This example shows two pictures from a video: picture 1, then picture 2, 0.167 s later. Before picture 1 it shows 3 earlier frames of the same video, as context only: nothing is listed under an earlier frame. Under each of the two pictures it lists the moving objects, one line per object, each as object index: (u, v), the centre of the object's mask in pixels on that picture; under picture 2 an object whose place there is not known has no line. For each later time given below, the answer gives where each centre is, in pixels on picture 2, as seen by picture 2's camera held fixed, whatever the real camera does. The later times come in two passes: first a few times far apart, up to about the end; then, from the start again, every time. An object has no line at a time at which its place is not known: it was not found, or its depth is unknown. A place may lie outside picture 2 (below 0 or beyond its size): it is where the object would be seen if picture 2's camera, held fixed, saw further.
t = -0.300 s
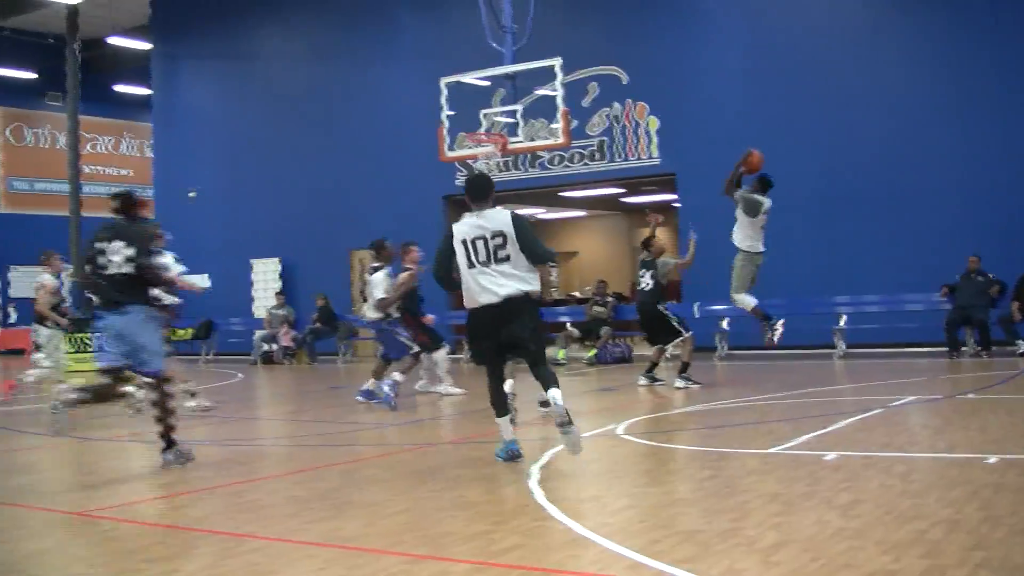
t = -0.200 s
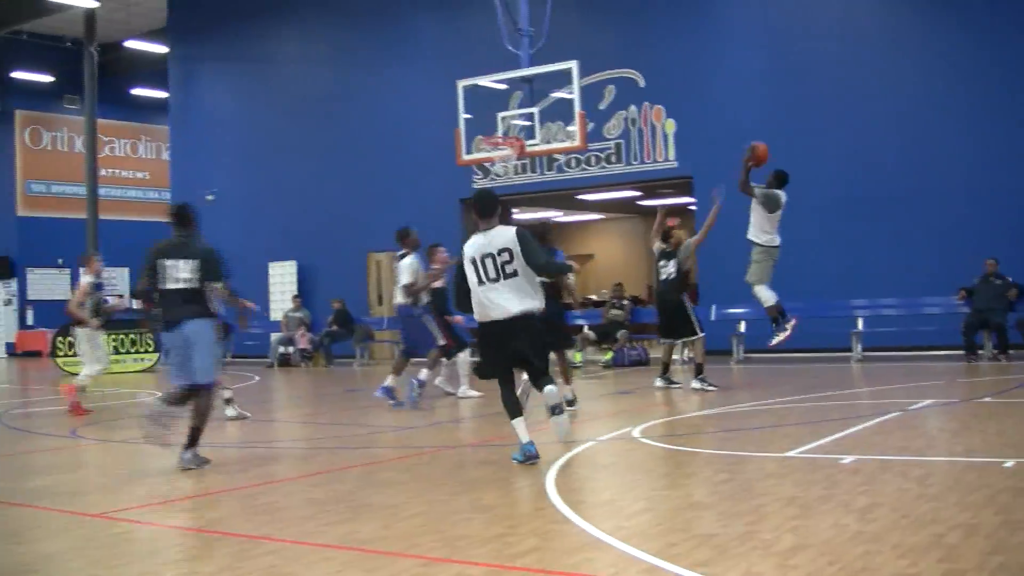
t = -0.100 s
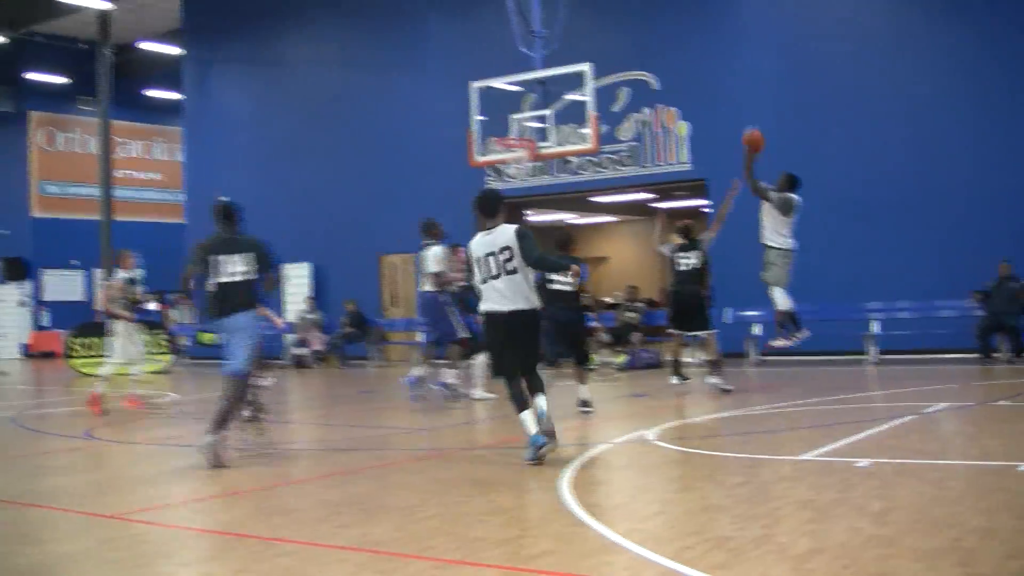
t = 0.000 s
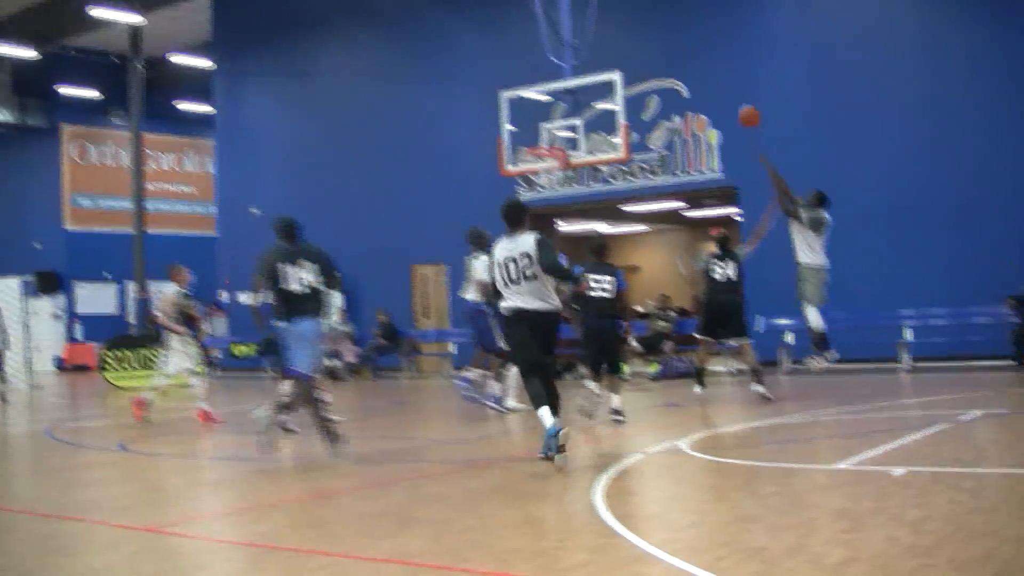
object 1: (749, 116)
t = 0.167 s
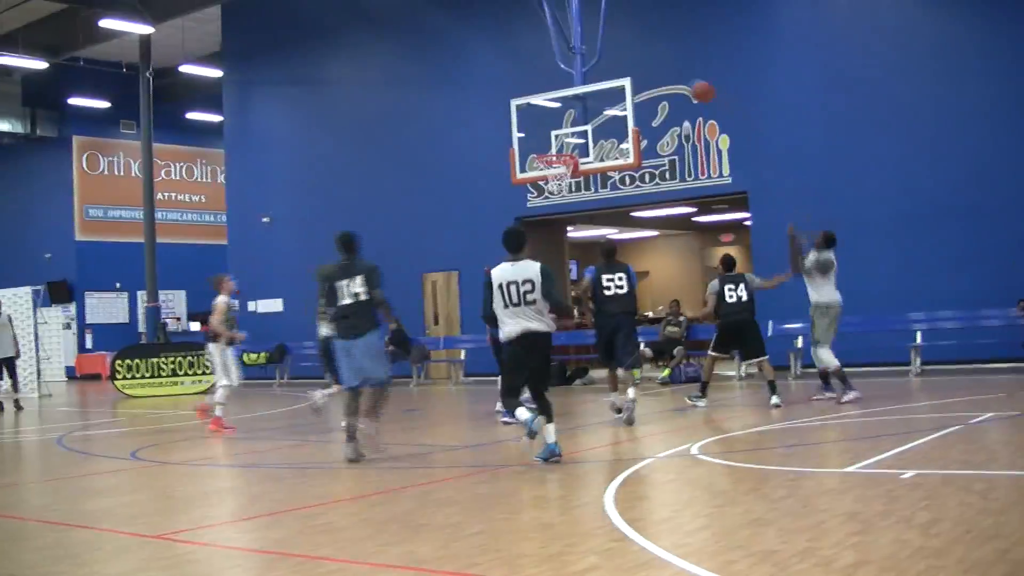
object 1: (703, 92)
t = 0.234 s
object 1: (681, 85)
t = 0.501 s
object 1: (603, 103)
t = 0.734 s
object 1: (548, 151)
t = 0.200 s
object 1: (692, 89)
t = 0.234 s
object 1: (681, 85)
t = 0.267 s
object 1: (670, 85)
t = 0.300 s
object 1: (660, 85)
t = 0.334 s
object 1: (650, 85)
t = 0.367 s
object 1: (642, 87)
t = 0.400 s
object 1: (632, 91)
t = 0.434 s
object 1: (621, 94)
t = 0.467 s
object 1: (613, 98)
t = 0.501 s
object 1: (603, 103)
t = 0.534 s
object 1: (594, 108)
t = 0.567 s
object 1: (586, 114)
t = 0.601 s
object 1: (576, 121)
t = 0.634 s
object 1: (568, 131)
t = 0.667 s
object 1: (560, 139)
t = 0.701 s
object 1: (552, 148)
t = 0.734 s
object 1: (548, 151)
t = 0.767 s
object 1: (554, 159)
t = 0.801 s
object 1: (563, 164)
